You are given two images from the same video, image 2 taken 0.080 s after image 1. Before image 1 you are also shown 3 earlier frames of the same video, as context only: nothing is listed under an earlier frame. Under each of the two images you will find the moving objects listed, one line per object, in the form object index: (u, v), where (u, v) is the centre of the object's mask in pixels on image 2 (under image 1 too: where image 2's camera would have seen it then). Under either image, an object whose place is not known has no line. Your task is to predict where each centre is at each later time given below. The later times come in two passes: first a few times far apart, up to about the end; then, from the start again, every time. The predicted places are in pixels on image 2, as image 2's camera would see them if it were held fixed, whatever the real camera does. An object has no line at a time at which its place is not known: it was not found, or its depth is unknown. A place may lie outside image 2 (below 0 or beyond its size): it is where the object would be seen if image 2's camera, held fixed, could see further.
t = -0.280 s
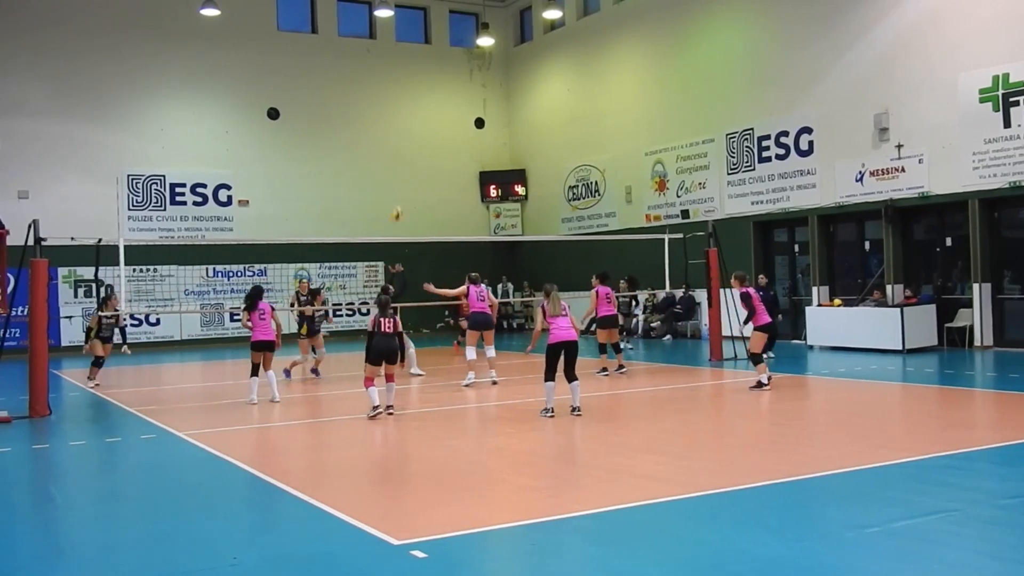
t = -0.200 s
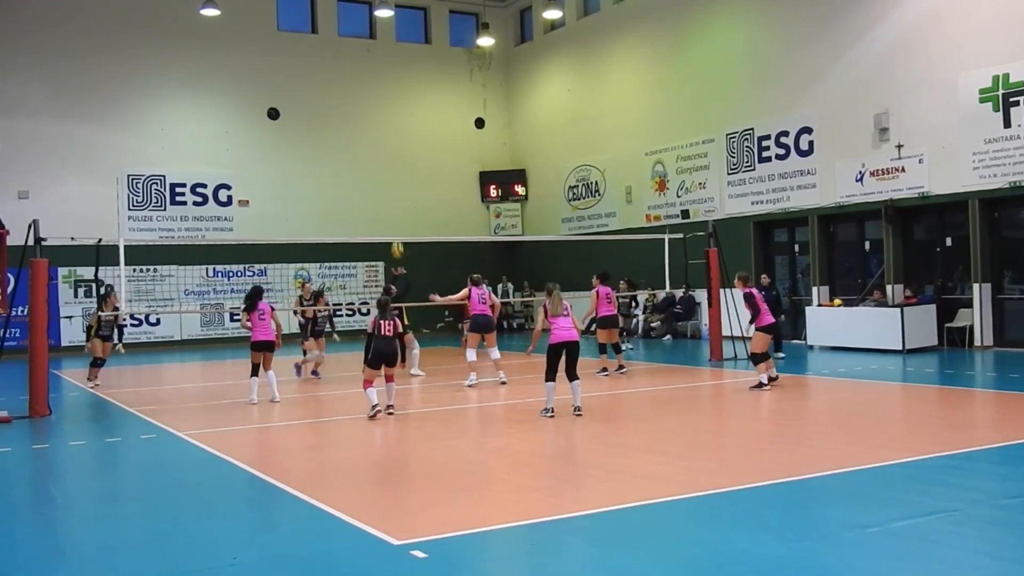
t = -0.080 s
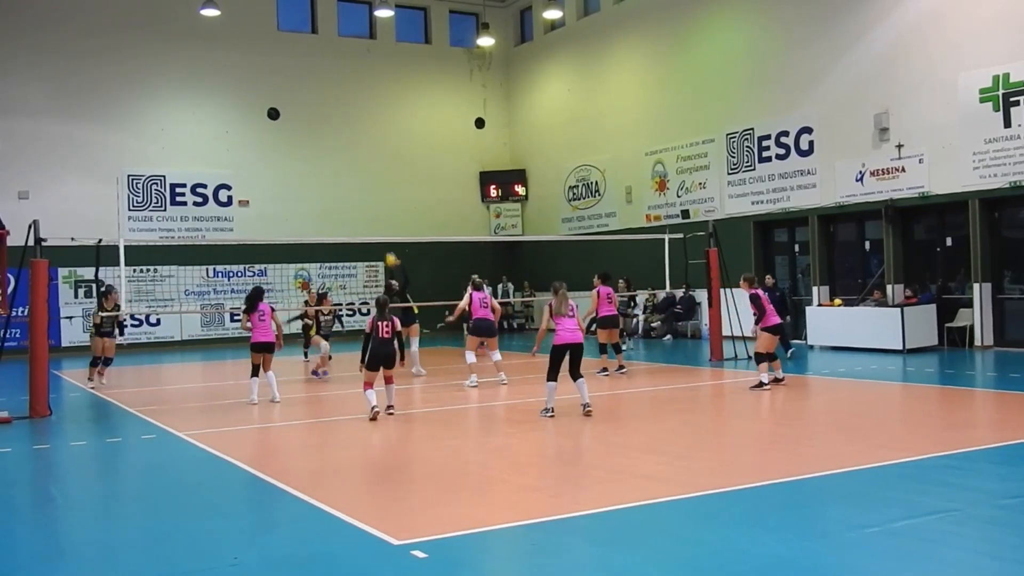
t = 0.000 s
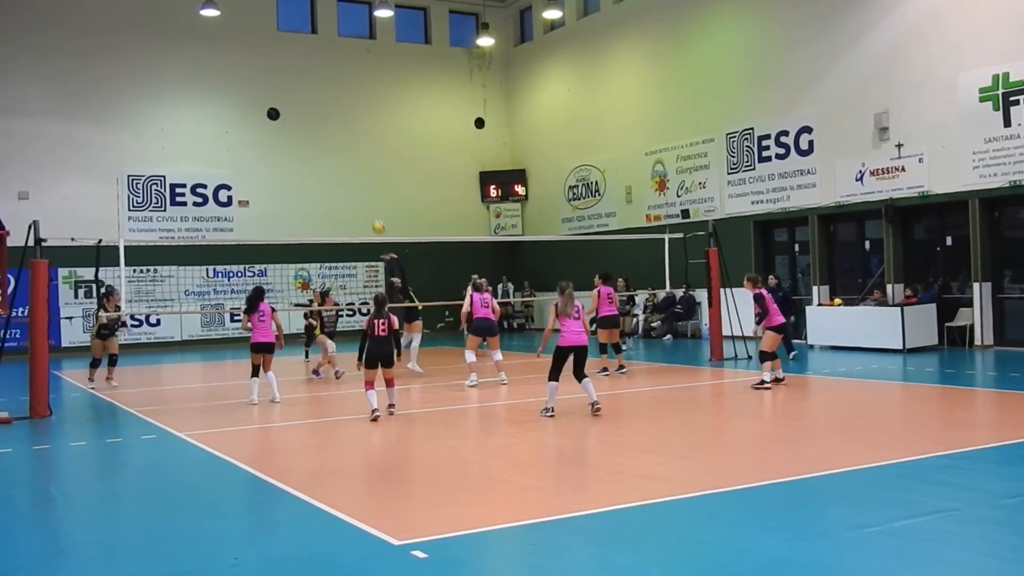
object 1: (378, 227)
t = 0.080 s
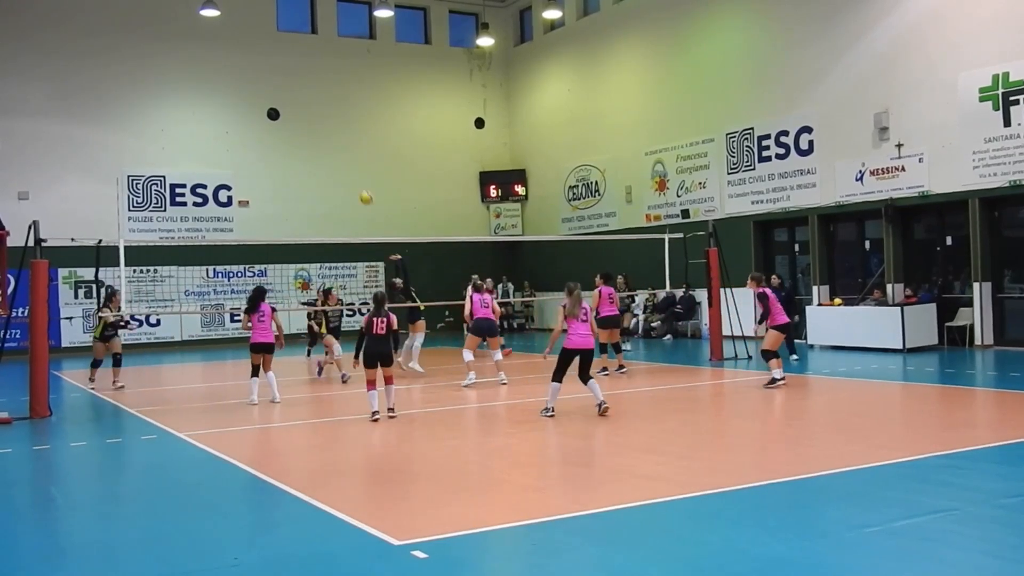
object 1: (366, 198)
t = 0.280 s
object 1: (336, 140)
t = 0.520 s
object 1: (301, 101)
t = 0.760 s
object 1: (266, 98)
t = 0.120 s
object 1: (360, 185)
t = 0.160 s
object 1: (354, 172)
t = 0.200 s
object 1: (348, 160)
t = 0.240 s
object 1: (342, 150)
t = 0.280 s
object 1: (336, 140)
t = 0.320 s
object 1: (330, 131)
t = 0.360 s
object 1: (324, 123)
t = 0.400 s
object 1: (319, 116)
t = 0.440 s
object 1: (313, 110)
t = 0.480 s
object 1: (307, 106)
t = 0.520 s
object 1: (301, 101)
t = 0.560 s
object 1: (295, 98)
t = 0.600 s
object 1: (289, 97)
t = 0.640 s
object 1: (284, 95)
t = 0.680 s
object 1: (278, 95)
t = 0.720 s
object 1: (272, 96)
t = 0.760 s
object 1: (266, 98)
